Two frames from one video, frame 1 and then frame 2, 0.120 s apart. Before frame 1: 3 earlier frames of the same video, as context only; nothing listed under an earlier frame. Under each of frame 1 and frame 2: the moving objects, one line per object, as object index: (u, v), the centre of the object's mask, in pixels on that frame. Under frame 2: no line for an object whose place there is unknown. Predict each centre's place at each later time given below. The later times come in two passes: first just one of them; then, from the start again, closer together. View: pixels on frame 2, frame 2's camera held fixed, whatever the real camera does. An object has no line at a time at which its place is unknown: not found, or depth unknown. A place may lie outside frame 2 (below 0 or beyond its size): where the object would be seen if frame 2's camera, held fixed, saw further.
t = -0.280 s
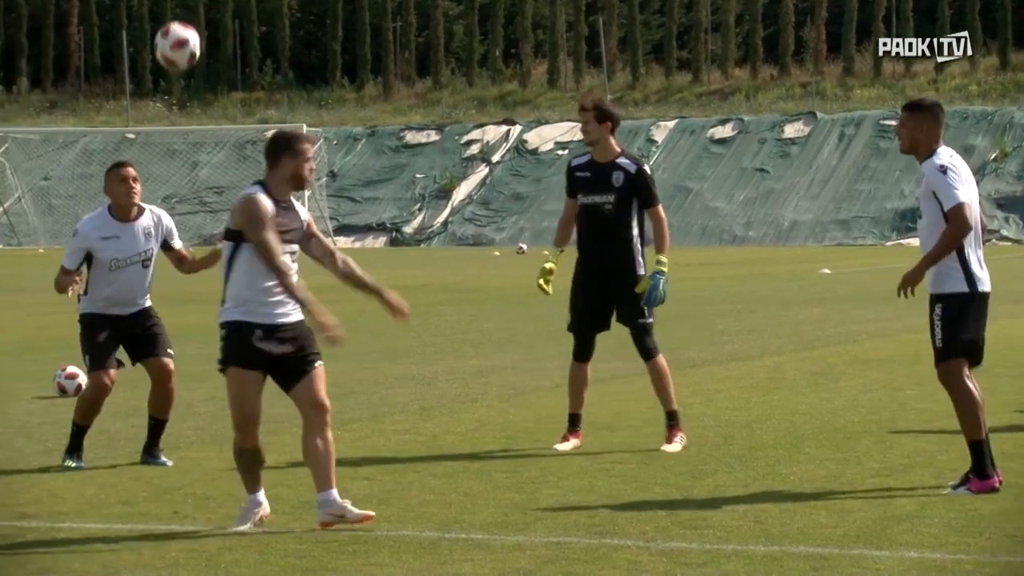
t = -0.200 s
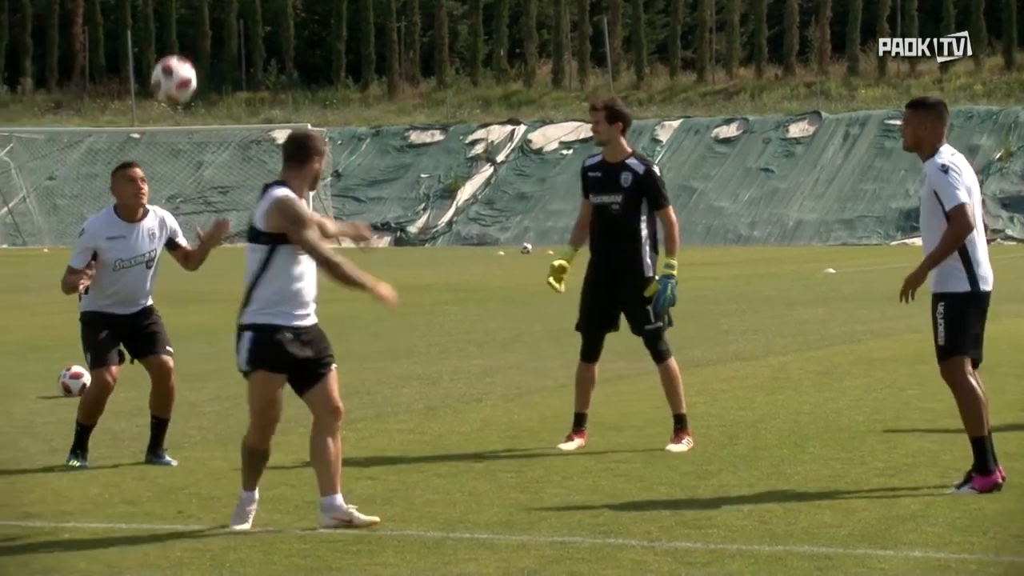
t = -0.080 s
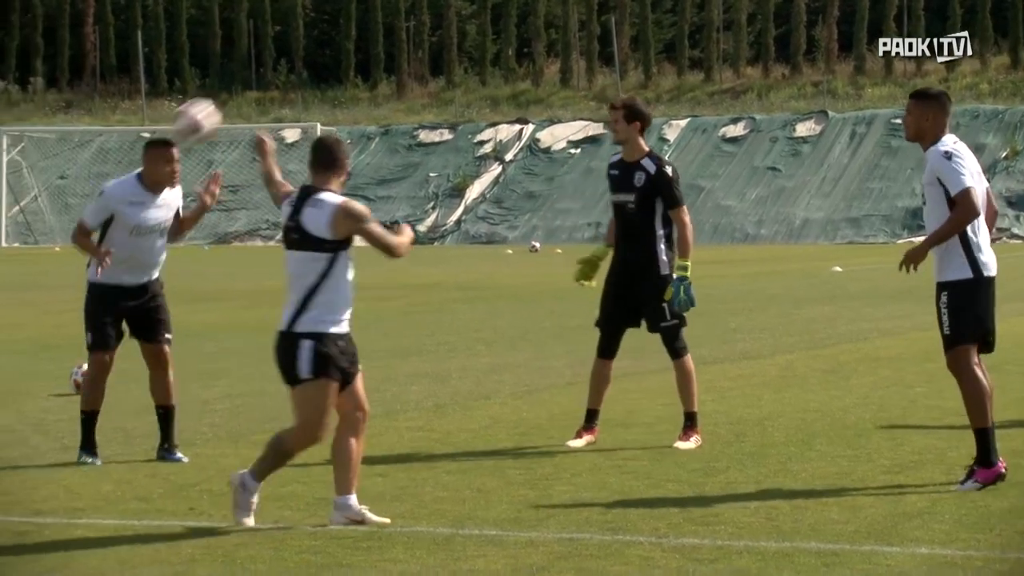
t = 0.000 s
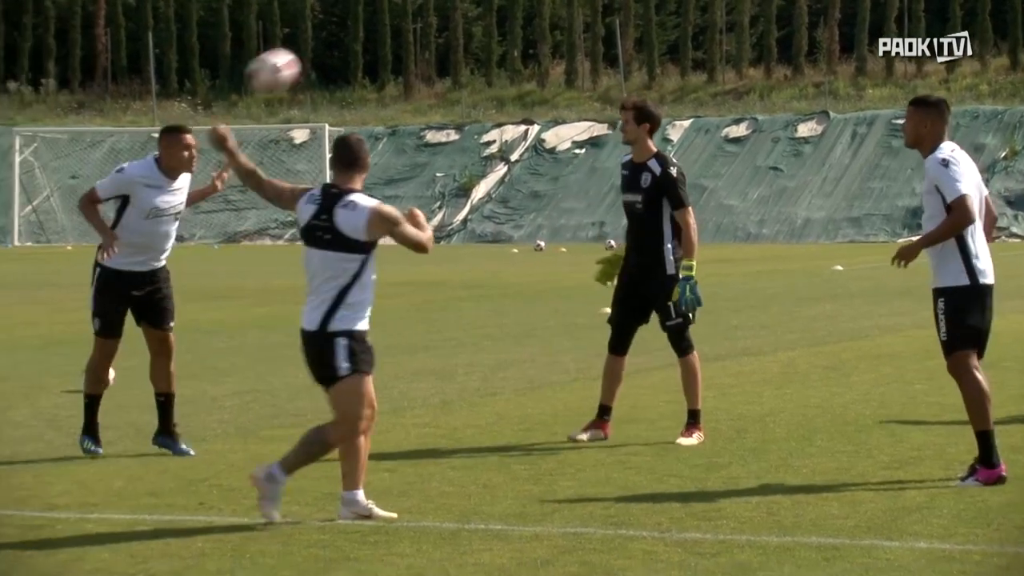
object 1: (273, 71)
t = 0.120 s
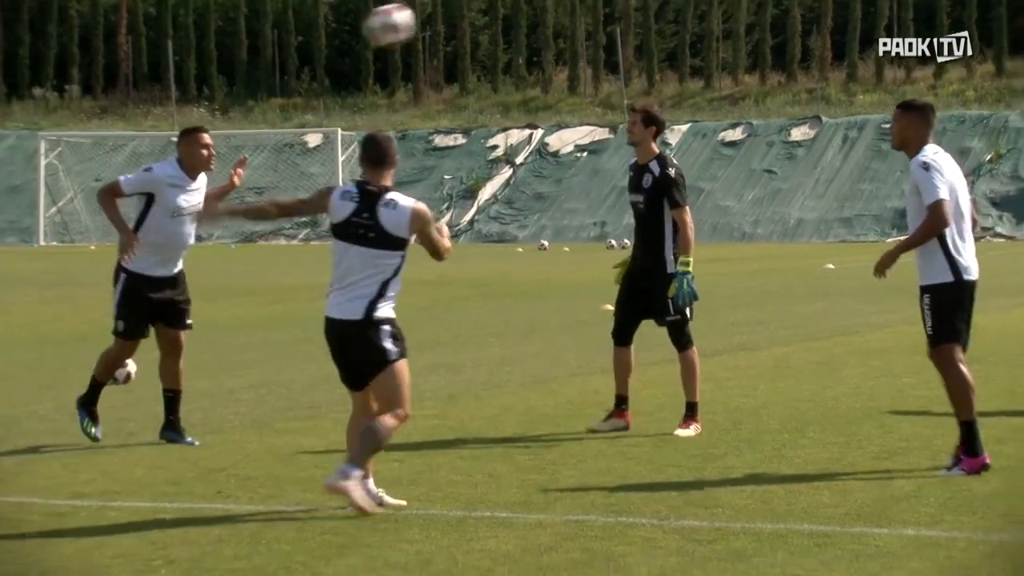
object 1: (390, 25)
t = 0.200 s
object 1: (458, 8)
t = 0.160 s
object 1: (424, 15)
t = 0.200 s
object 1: (458, 8)
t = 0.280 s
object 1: (525, -1)
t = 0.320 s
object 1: (558, -2)
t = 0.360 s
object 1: (592, -3)
